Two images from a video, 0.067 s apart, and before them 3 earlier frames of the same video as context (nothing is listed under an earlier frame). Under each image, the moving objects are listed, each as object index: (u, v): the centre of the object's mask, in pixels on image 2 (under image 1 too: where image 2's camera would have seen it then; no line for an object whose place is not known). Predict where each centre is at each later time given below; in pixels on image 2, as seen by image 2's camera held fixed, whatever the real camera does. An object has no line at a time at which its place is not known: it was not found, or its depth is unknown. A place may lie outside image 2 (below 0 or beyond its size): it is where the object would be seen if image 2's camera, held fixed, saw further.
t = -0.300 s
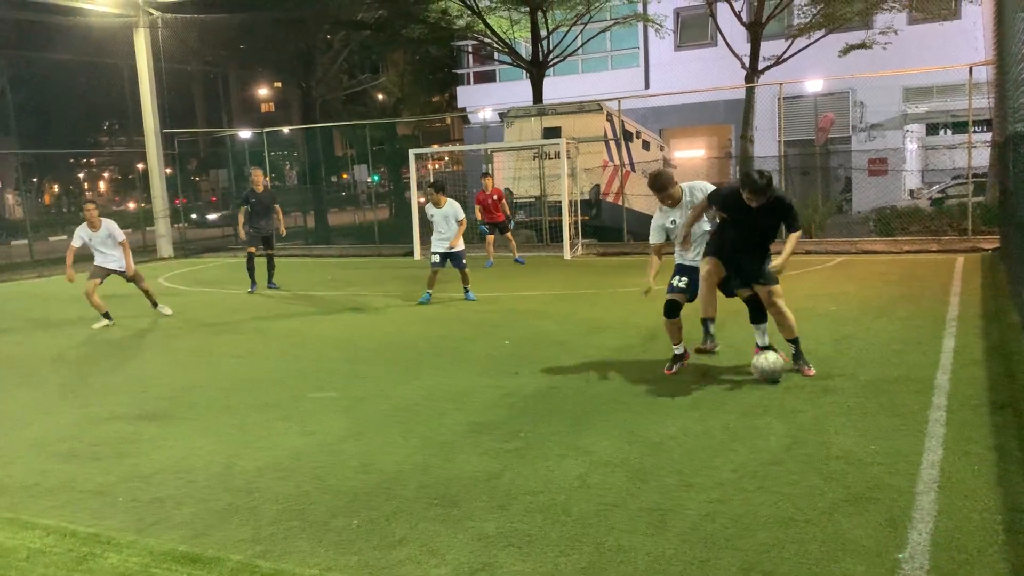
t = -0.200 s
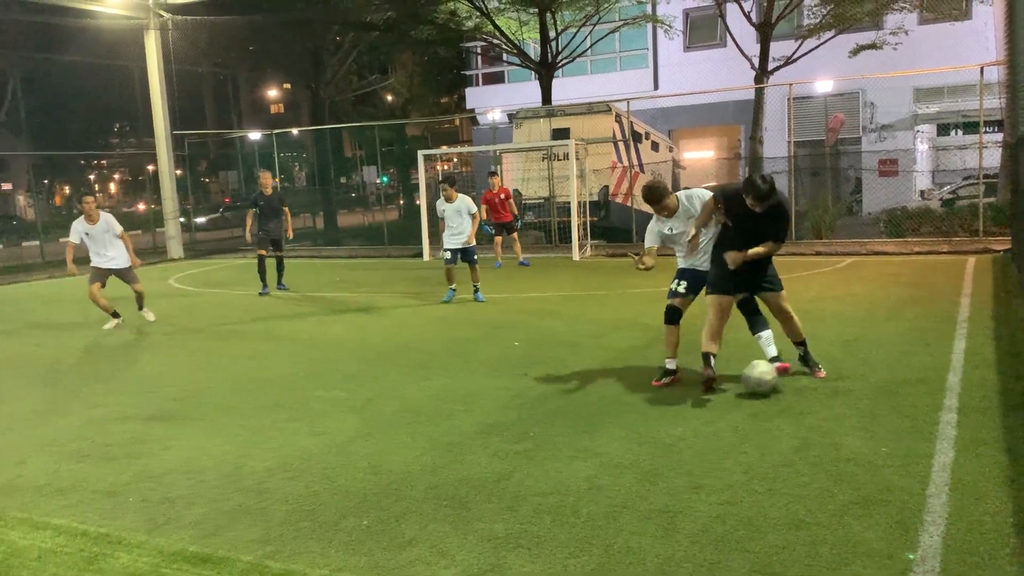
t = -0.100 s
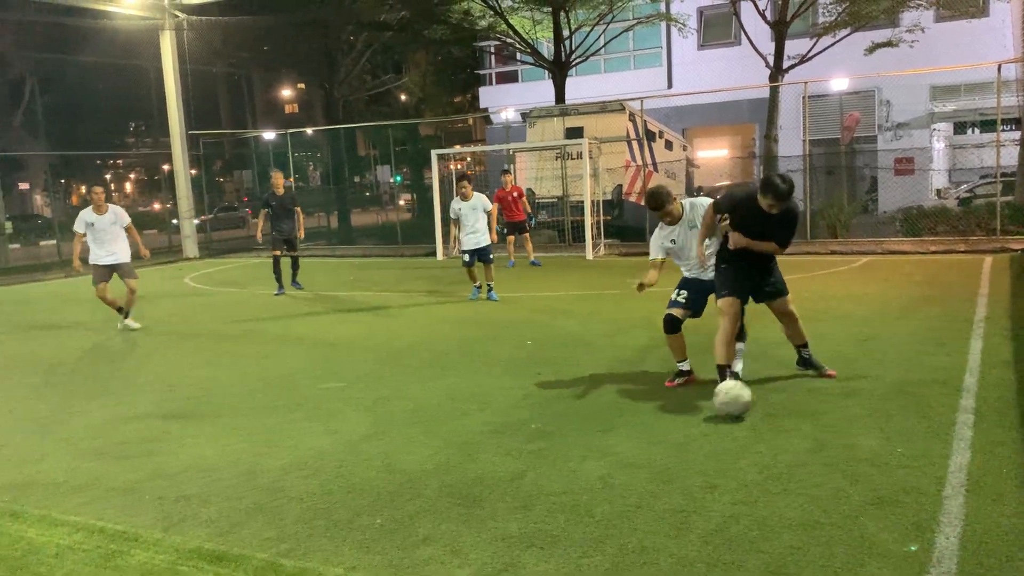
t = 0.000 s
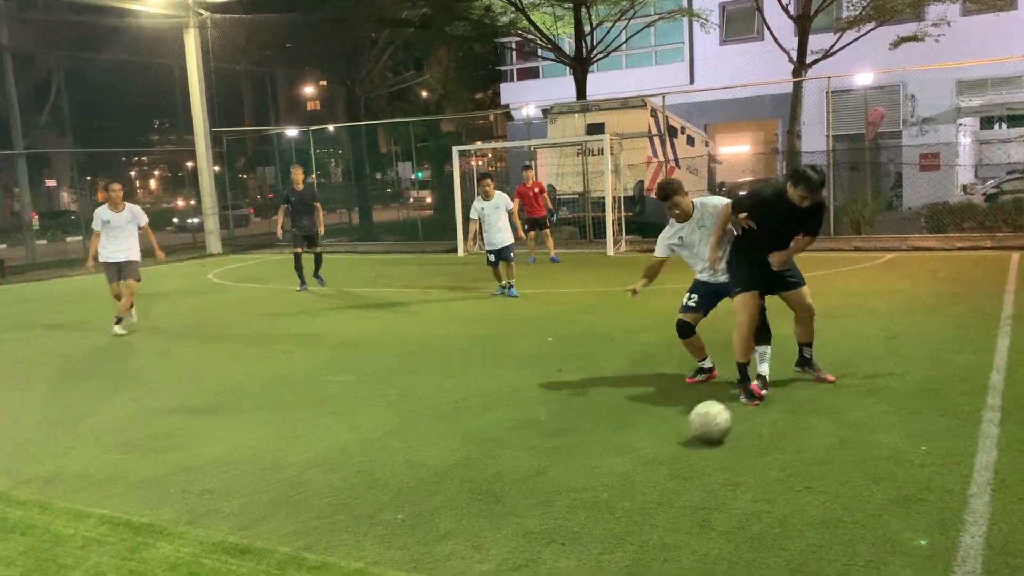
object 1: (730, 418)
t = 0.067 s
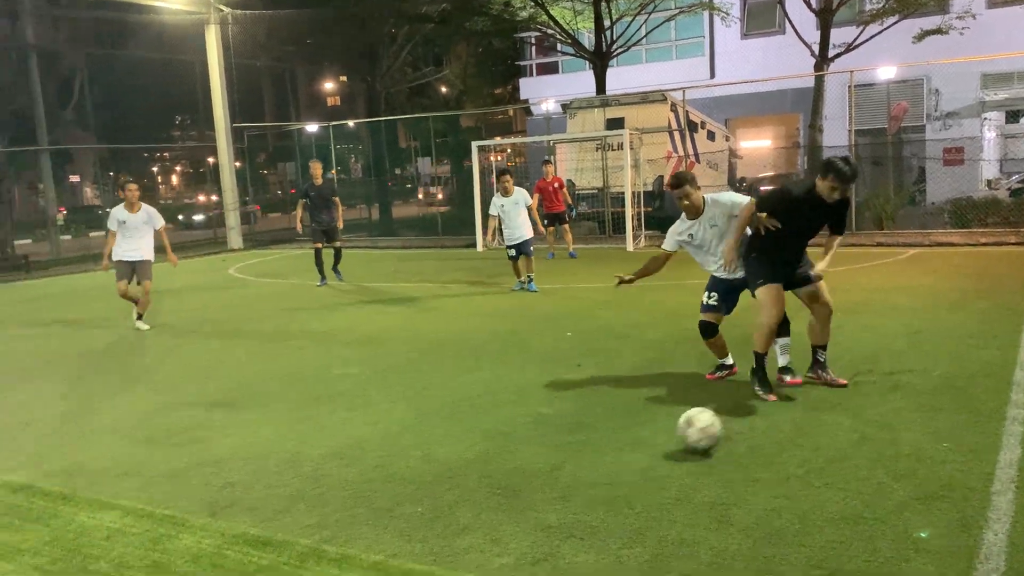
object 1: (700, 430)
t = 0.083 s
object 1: (691, 434)
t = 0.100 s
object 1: (683, 439)
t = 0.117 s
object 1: (675, 445)
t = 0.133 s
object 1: (667, 450)
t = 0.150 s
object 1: (659, 456)
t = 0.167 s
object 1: (651, 460)
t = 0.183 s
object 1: (643, 462)
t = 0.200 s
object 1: (635, 465)
